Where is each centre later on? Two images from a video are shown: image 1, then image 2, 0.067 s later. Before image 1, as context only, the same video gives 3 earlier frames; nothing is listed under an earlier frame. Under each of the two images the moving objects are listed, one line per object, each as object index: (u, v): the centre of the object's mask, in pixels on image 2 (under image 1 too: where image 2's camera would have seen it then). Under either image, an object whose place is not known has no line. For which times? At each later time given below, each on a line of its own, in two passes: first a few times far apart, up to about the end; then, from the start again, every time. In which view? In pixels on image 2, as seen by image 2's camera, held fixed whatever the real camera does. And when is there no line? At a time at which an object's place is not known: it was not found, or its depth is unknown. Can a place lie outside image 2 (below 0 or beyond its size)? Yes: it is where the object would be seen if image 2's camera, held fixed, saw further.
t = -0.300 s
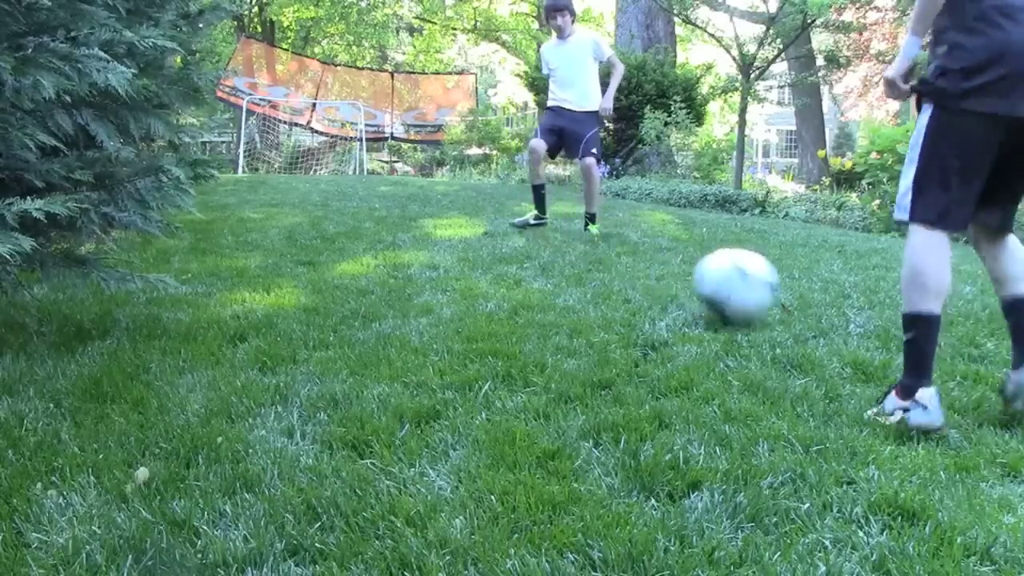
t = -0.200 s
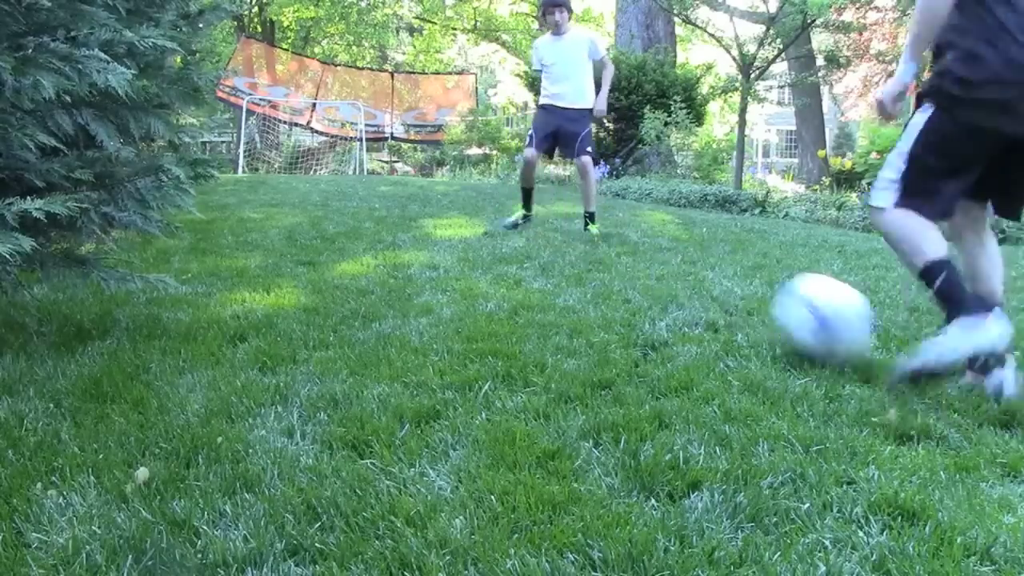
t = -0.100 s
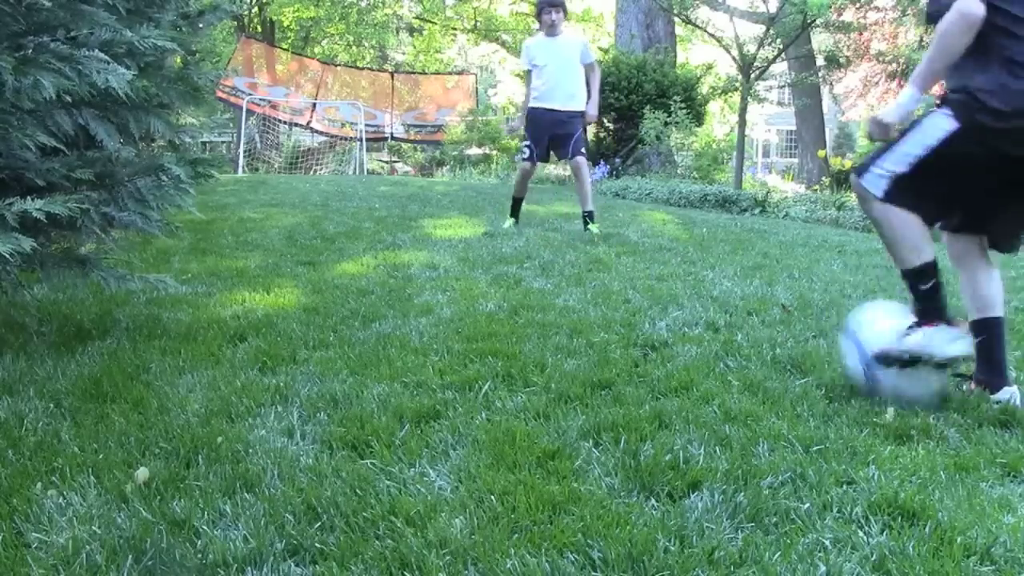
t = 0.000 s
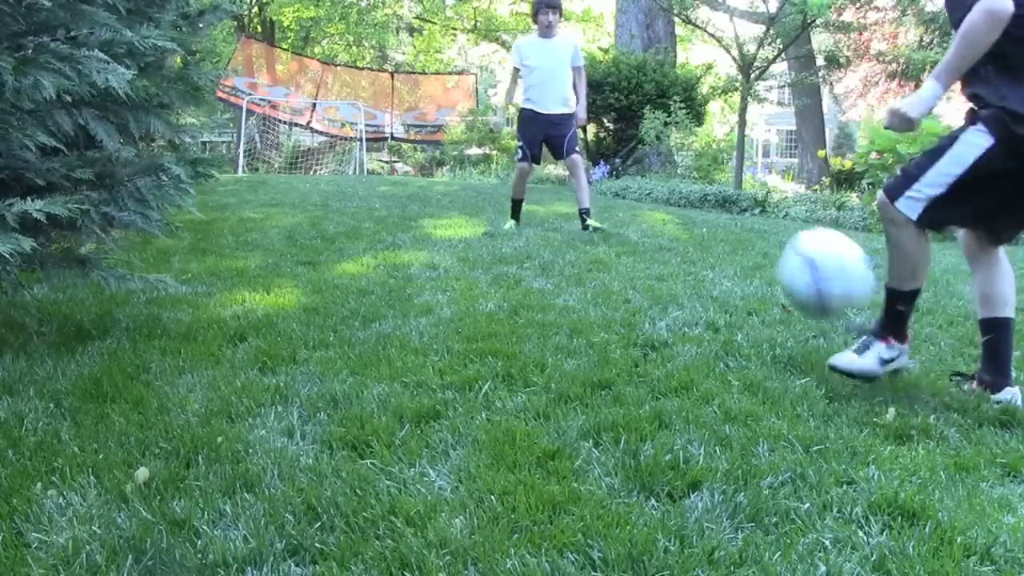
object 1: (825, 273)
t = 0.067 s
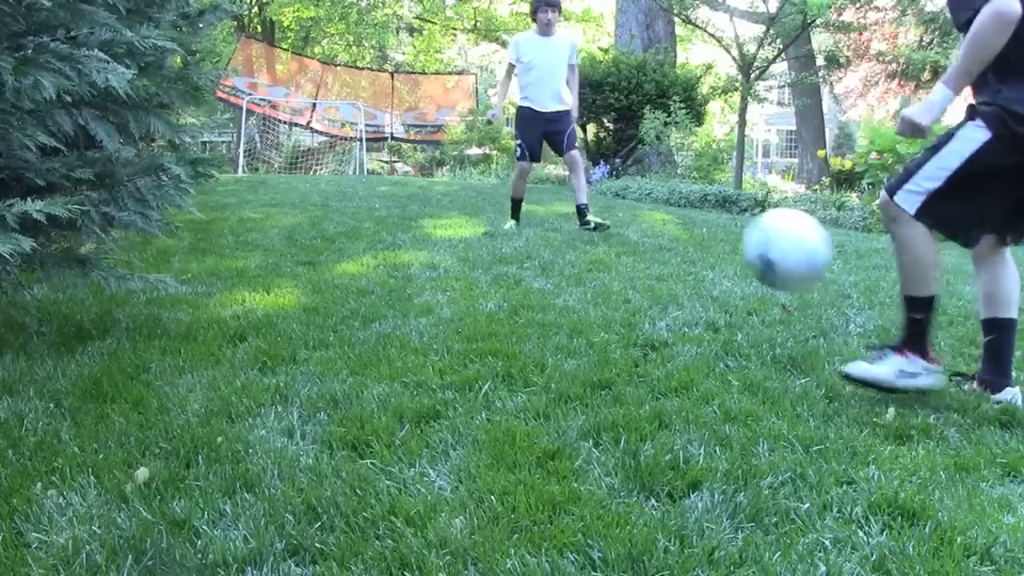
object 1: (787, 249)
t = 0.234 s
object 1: (708, 260)
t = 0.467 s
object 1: (646, 252)
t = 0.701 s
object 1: (613, 248)
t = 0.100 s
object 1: (769, 244)
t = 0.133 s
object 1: (753, 244)
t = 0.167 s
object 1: (737, 245)
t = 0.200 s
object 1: (722, 251)
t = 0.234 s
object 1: (708, 260)
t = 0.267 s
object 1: (695, 272)
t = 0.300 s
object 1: (681, 282)
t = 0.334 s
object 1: (673, 278)
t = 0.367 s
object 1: (665, 267)
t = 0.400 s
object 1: (658, 259)
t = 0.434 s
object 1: (652, 255)
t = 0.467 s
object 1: (646, 252)
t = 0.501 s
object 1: (640, 253)
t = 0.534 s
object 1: (634, 254)
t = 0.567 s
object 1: (630, 257)
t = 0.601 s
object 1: (625, 256)
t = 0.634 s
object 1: (622, 253)
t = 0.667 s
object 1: (617, 249)
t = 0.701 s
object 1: (613, 248)
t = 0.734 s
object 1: (611, 246)
